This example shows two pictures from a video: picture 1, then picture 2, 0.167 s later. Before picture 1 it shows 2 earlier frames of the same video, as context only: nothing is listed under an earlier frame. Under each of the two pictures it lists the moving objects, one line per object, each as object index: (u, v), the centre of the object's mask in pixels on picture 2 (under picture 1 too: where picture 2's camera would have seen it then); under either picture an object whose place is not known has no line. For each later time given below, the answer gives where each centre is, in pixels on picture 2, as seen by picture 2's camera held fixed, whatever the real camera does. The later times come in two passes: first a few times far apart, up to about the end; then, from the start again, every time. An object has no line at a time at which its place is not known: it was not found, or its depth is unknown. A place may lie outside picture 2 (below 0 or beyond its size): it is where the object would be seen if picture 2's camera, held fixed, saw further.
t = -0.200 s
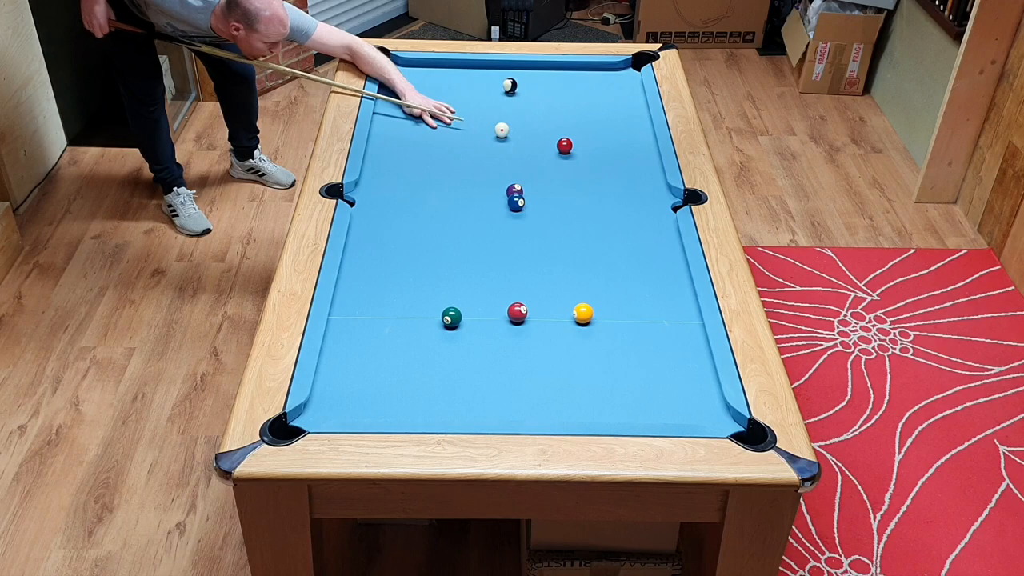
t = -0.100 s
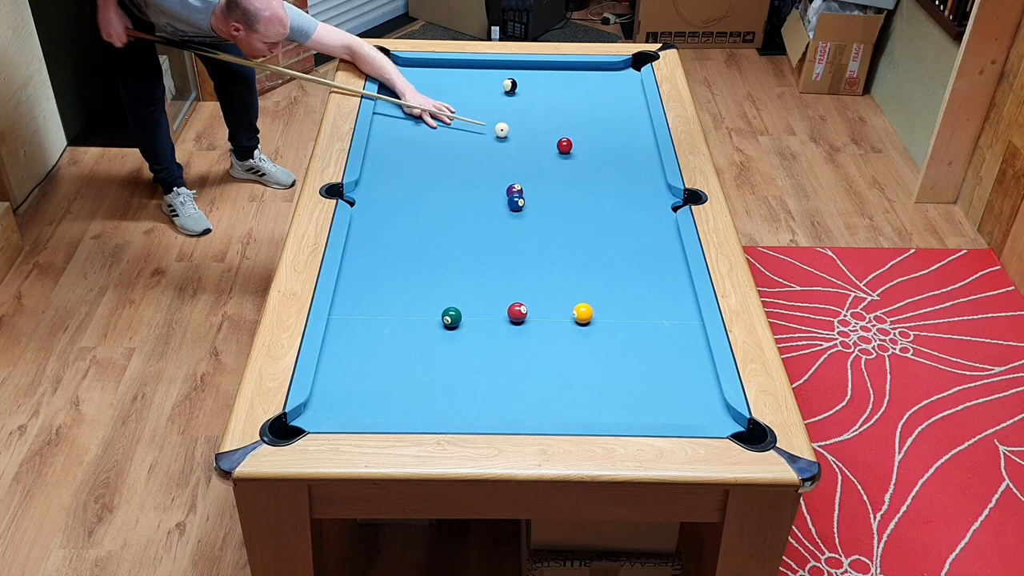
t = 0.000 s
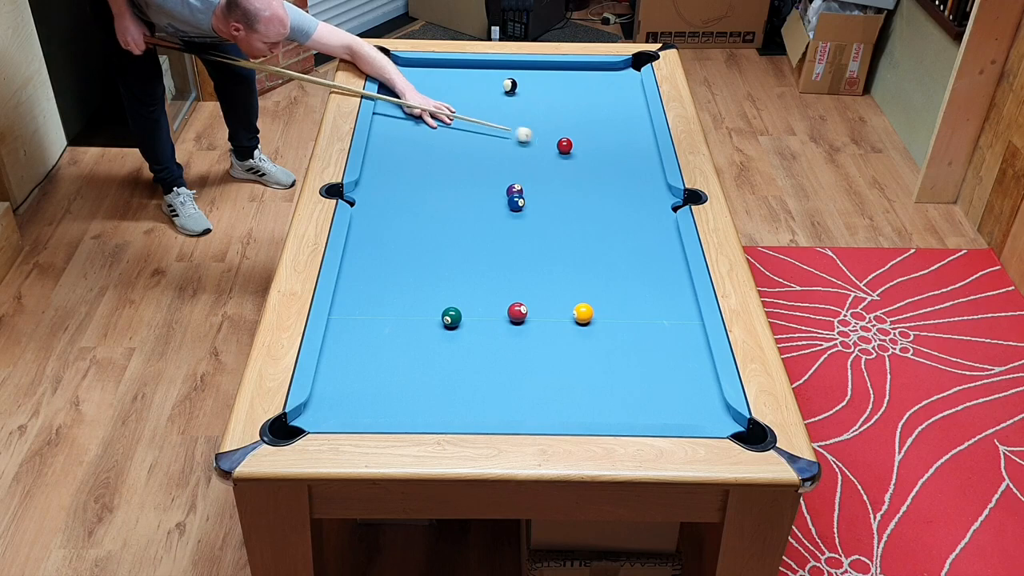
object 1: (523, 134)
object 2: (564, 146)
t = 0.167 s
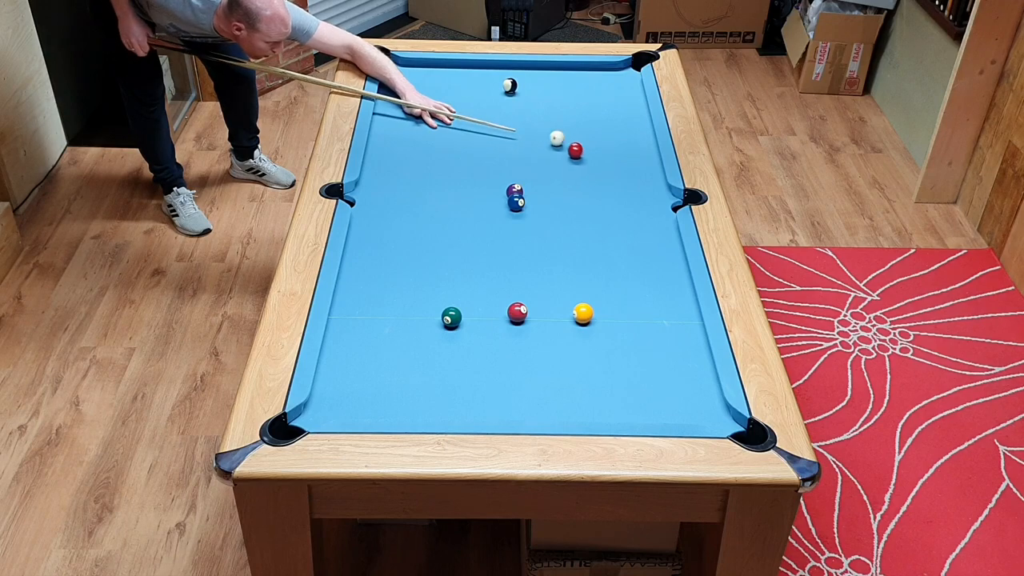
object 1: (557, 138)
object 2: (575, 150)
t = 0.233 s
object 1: (563, 137)
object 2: (584, 154)
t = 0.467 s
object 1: (585, 132)
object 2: (613, 167)
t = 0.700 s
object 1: (605, 128)
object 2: (642, 180)
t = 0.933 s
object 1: (623, 125)
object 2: (670, 193)
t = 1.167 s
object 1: (639, 122)
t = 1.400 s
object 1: (638, 117)
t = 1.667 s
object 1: (627, 112)
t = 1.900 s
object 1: (620, 109)
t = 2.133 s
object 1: (613, 105)
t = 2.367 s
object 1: (607, 103)
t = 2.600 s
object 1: (603, 101)
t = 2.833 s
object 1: (600, 100)
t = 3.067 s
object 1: (598, 99)
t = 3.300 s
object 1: (597, 99)
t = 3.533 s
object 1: (597, 100)
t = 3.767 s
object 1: (597, 100)
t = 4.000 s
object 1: (597, 100)
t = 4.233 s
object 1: (597, 100)
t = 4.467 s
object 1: (597, 100)
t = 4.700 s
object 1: (597, 99)
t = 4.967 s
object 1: (597, 99)
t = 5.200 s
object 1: (597, 100)
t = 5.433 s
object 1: (597, 99)
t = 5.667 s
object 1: (597, 99)
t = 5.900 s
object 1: (597, 100)
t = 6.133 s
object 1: (597, 100)
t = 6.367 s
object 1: (597, 100)
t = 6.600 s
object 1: (597, 100)
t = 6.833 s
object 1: (597, 100)
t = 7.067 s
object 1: (597, 100)
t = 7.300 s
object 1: (597, 100)
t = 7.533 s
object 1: (597, 99)
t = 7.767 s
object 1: (597, 100)
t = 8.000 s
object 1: (597, 99)
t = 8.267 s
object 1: (597, 99)
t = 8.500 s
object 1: (597, 99)
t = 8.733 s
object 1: (597, 99)
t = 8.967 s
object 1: (597, 99)
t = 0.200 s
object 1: (560, 137)
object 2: (580, 153)
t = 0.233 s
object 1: (563, 137)
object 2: (584, 154)
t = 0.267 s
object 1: (566, 136)
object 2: (588, 156)
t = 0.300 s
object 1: (569, 135)
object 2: (592, 158)
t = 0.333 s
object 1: (572, 135)
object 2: (596, 160)
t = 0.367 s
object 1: (576, 134)
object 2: (600, 162)
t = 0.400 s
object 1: (579, 134)
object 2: (605, 164)
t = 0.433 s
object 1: (582, 133)
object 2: (609, 165)
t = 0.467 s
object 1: (585, 132)
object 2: (613, 167)
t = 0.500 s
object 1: (588, 132)
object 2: (617, 169)
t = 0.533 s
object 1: (591, 131)
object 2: (621, 171)
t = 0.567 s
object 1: (594, 131)
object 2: (625, 173)
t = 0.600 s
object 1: (597, 130)
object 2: (629, 175)
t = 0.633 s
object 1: (599, 130)
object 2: (633, 177)
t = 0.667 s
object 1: (602, 129)
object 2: (637, 178)
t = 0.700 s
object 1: (605, 128)
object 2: (642, 180)
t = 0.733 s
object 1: (607, 128)
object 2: (645, 182)
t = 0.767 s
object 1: (610, 127)
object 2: (649, 184)
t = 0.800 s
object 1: (613, 127)
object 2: (654, 186)
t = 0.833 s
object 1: (615, 126)
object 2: (658, 187)
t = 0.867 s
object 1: (618, 126)
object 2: (662, 189)
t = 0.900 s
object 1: (620, 125)
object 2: (666, 191)
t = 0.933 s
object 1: (623, 125)
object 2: (670, 193)
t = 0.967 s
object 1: (626, 124)
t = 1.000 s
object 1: (628, 124)
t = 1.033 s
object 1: (630, 123)
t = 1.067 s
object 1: (633, 123)
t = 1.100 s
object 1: (635, 123)
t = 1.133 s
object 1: (637, 122)
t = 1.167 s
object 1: (639, 122)
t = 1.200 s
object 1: (642, 121)
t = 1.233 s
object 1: (644, 121)
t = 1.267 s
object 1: (644, 120)
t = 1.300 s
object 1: (642, 120)
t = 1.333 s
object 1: (641, 119)
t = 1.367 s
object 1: (639, 118)
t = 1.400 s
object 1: (638, 117)
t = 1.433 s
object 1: (636, 117)
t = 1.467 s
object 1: (635, 116)
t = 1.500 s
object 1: (634, 115)
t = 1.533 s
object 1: (632, 115)
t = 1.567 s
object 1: (631, 114)
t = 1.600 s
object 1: (630, 113)
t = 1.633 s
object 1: (629, 113)
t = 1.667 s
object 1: (627, 112)
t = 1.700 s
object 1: (626, 112)
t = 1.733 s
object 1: (625, 111)
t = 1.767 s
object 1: (624, 111)
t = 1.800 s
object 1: (623, 110)
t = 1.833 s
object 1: (622, 109)
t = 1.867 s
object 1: (621, 109)
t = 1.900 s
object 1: (620, 109)
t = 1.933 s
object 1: (619, 108)
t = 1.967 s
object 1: (618, 107)
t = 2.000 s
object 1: (617, 107)
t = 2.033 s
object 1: (616, 106)
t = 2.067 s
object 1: (615, 106)
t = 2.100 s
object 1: (614, 106)
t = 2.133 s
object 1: (613, 105)
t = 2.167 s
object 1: (612, 105)
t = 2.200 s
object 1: (612, 105)
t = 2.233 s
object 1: (611, 104)
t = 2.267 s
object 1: (610, 104)
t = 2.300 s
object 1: (609, 104)
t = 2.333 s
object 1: (608, 103)
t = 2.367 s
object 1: (607, 103)
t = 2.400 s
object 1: (607, 103)
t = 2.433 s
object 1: (606, 102)
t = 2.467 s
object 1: (605, 102)
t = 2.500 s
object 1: (605, 102)
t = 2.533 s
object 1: (604, 102)
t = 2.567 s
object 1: (604, 101)
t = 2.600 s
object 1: (603, 101)
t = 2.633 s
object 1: (603, 101)
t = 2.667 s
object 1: (602, 101)
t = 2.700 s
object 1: (602, 101)
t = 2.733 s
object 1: (601, 100)
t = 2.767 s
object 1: (601, 100)
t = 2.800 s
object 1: (600, 100)
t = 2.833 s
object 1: (600, 100)
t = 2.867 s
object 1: (600, 100)
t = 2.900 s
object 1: (599, 100)
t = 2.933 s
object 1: (599, 100)
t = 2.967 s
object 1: (599, 100)
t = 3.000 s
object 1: (599, 100)
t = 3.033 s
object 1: (598, 99)
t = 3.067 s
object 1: (598, 99)
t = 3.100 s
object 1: (598, 99)
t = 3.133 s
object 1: (598, 99)
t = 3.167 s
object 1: (597, 99)
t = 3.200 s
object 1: (597, 99)
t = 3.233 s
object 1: (597, 99)
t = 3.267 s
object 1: (597, 99)
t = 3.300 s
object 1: (597, 99)
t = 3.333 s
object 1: (597, 99)
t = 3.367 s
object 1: (597, 99)
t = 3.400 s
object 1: (597, 100)
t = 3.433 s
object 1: (597, 100)
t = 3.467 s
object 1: (597, 100)
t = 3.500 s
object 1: (597, 100)
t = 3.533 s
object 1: (597, 100)
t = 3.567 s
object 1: (597, 100)
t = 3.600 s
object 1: (597, 100)
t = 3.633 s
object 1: (597, 100)
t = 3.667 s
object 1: (597, 100)
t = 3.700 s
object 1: (597, 100)
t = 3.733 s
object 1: (597, 100)
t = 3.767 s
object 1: (597, 100)
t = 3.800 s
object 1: (597, 100)
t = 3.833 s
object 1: (597, 100)
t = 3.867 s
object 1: (597, 100)
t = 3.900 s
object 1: (597, 100)
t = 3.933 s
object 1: (597, 100)
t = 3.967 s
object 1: (597, 100)
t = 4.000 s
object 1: (597, 100)
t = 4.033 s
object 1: (597, 100)
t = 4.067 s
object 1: (597, 100)
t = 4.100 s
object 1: (597, 100)
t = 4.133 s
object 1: (597, 100)
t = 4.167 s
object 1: (597, 100)
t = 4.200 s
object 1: (597, 100)
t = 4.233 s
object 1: (597, 100)
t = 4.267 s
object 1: (597, 100)
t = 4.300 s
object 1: (597, 100)
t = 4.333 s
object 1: (597, 100)
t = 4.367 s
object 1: (597, 100)
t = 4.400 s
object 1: (597, 100)
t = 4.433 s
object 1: (597, 100)
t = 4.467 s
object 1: (597, 100)
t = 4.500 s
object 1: (597, 99)
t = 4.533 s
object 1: (597, 99)
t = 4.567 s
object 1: (597, 99)
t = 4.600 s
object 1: (597, 99)
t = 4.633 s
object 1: (597, 99)
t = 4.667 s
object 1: (597, 100)
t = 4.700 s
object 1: (597, 99)
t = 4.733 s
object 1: (597, 100)
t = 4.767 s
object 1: (597, 99)
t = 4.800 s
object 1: (597, 99)
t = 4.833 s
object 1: (597, 99)
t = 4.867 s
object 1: (597, 99)
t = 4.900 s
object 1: (597, 99)
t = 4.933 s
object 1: (597, 99)
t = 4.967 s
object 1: (597, 99)
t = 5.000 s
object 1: (597, 99)
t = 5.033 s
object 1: (597, 99)
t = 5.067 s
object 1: (597, 100)
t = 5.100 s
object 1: (597, 99)
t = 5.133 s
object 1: (597, 99)
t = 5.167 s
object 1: (597, 99)
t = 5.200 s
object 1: (597, 100)
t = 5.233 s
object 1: (597, 99)
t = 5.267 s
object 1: (597, 99)
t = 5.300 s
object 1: (597, 99)
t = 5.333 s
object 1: (597, 99)
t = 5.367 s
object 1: (597, 99)
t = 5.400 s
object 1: (597, 99)
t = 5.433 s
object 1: (597, 99)
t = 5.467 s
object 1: (597, 99)
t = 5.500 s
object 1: (597, 100)
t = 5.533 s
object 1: (597, 99)
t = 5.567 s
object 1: (597, 100)
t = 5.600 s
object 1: (597, 99)
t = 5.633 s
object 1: (597, 99)
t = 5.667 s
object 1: (597, 99)
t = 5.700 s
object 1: (597, 99)
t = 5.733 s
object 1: (597, 100)
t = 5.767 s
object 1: (597, 100)
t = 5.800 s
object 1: (597, 100)
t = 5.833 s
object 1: (597, 100)
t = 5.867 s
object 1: (597, 100)
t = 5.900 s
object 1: (597, 100)
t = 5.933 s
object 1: (597, 100)
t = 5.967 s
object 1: (597, 100)
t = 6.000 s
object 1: (597, 100)
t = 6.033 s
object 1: (597, 100)
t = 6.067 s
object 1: (597, 100)
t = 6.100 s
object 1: (597, 100)
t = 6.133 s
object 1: (597, 100)
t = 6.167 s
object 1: (597, 100)
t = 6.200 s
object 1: (597, 99)
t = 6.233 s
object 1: (597, 100)
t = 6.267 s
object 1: (597, 100)
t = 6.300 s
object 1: (597, 100)
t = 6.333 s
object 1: (597, 100)
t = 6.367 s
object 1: (597, 100)
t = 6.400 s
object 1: (597, 99)
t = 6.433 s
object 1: (597, 100)
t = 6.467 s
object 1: (597, 99)
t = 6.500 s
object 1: (597, 99)
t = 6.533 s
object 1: (597, 100)
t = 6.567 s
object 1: (597, 99)
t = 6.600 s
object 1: (597, 100)
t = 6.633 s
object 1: (597, 100)
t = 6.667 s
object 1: (597, 100)
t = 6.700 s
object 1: (597, 100)
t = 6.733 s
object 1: (597, 100)
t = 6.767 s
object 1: (597, 99)
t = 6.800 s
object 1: (597, 100)
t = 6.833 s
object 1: (597, 100)
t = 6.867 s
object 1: (597, 100)
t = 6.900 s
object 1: (597, 100)
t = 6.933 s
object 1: (597, 100)
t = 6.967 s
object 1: (597, 100)
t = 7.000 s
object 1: (597, 100)
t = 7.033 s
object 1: (597, 100)
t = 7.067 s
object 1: (597, 100)
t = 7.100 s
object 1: (597, 100)
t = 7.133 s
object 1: (597, 100)
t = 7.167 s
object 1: (597, 100)
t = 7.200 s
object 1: (597, 100)
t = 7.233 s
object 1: (597, 100)
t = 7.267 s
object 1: (597, 100)
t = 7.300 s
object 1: (597, 100)
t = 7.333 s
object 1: (597, 100)
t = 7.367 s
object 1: (597, 99)
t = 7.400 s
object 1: (597, 100)
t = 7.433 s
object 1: (597, 99)
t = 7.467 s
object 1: (597, 100)
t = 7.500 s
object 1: (597, 99)
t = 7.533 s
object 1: (597, 99)
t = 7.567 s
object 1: (597, 99)
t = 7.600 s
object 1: (597, 99)
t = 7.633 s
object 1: (597, 99)
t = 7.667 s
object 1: (597, 99)
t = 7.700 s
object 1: (597, 100)
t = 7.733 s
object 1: (597, 100)
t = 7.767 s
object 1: (597, 100)
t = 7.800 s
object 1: (597, 100)
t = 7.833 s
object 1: (597, 99)
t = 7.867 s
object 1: (597, 99)
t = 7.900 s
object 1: (597, 99)
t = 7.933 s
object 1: (597, 100)
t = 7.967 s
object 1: (597, 99)
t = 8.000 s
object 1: (597, 99)
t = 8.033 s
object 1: (597, 99)
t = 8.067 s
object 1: (597, 99)
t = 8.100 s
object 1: (597, 100)
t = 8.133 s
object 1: (597, 99)
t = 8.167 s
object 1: (597, 99)
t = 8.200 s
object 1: (597, 99)
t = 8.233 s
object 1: (597, 99)
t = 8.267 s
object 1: (597, 99)
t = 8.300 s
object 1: (597, 99)
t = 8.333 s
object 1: (597, 99)
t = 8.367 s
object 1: (597, 99)
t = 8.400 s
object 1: (597, 99)
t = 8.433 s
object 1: (597, 99)
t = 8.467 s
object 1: (597, 100)
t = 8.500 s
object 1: (597, 99)
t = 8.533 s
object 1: (597, 99)
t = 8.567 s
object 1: (597, 100)
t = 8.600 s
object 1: (597, 100)
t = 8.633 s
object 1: (597, 100)
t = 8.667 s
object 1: (597, 99)
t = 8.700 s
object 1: (597, 99)
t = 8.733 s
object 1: (597, 99)
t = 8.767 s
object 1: (597, 99)
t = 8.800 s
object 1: (597, 99)
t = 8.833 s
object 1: (597, 99)
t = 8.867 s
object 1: (597, 100)
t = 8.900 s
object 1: (597, 99)
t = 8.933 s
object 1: (597, 99)
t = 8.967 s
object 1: (597, 99)
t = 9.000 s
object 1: (597, 100)
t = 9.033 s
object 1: (597, 99)
